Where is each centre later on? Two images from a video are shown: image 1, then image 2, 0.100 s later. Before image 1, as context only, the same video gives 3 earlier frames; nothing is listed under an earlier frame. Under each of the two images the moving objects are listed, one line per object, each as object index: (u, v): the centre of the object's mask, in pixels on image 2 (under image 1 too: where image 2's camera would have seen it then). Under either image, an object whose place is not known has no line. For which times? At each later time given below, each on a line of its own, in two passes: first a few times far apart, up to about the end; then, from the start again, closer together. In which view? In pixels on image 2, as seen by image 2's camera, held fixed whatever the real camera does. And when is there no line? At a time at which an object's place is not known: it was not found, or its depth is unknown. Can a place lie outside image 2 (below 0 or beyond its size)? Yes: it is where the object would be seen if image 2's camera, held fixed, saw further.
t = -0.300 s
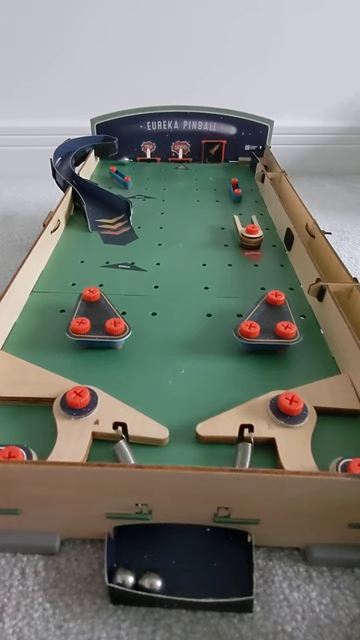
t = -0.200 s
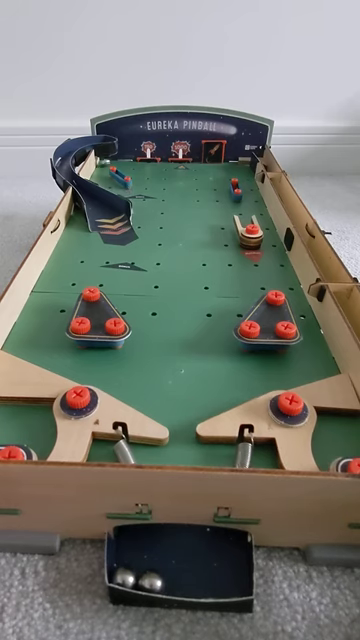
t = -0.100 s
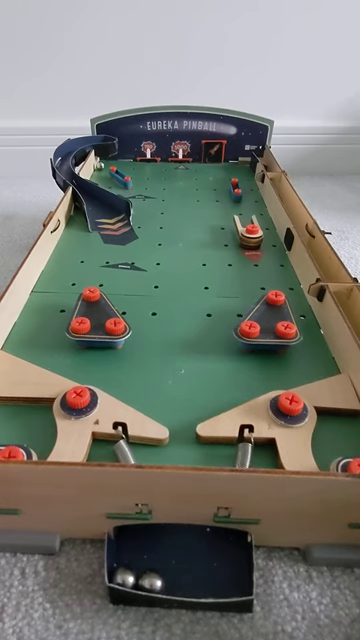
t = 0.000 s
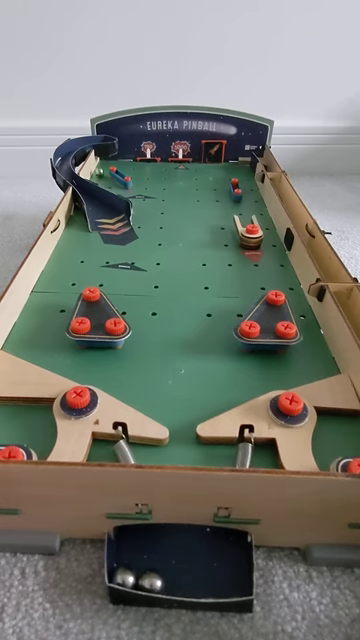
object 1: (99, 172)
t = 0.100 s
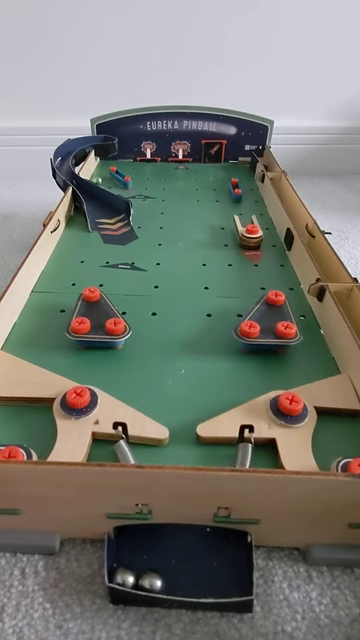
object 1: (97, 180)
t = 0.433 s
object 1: (148, 212)
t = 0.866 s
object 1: (201, 323)
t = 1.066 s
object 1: (165, 318)
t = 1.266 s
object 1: (213, 317)
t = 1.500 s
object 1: (210, 327)
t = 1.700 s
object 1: (163, 354)
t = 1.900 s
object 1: (131, 392)
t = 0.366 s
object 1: (135, 204)
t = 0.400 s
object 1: (141, 207)
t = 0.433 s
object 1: (148, 212)
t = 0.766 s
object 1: (239, 305)
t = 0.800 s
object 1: (241, 315)
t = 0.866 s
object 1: (201, 323)
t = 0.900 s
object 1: (178, 326)
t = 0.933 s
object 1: (154, 328)
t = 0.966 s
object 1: (137, 331)
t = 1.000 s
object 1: (147, 326)
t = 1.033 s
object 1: (156, 320)
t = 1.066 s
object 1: (165, 318)
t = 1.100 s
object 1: (173, 316)
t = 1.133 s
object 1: (182, 314)
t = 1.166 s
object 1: (189, 314)
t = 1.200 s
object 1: (197, 314)
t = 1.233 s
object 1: (205, 315)
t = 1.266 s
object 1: (213, 317)
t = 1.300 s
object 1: (220, 319)
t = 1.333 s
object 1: (228, 322)
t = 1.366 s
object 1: (233, 324)
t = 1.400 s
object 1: (230, 325)
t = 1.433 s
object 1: (224, 326)
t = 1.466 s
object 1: (217, 326)
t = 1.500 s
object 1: (210, 327)
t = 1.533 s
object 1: (202, 329)
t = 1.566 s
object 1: (195, 333)
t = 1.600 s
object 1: (188, 336)
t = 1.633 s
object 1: (180, 341)
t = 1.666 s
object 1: (171, 347)
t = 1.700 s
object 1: (163, 354)
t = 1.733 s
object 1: (155, 362)
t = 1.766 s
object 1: (146, 372)
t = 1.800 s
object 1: (136, 384)
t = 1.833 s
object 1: (126, 394)
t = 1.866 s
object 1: (129, 392)
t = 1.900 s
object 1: (131, 392)
